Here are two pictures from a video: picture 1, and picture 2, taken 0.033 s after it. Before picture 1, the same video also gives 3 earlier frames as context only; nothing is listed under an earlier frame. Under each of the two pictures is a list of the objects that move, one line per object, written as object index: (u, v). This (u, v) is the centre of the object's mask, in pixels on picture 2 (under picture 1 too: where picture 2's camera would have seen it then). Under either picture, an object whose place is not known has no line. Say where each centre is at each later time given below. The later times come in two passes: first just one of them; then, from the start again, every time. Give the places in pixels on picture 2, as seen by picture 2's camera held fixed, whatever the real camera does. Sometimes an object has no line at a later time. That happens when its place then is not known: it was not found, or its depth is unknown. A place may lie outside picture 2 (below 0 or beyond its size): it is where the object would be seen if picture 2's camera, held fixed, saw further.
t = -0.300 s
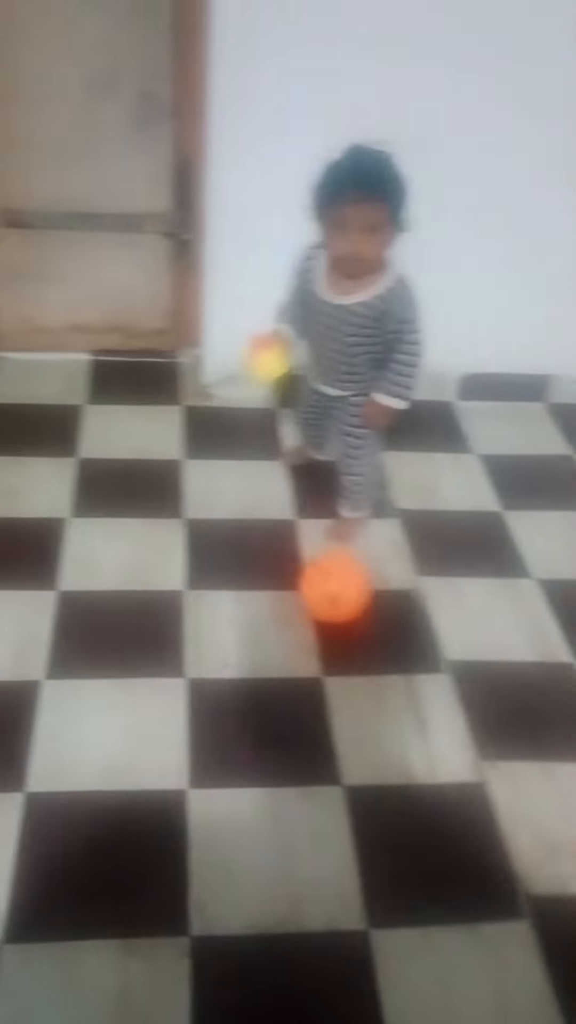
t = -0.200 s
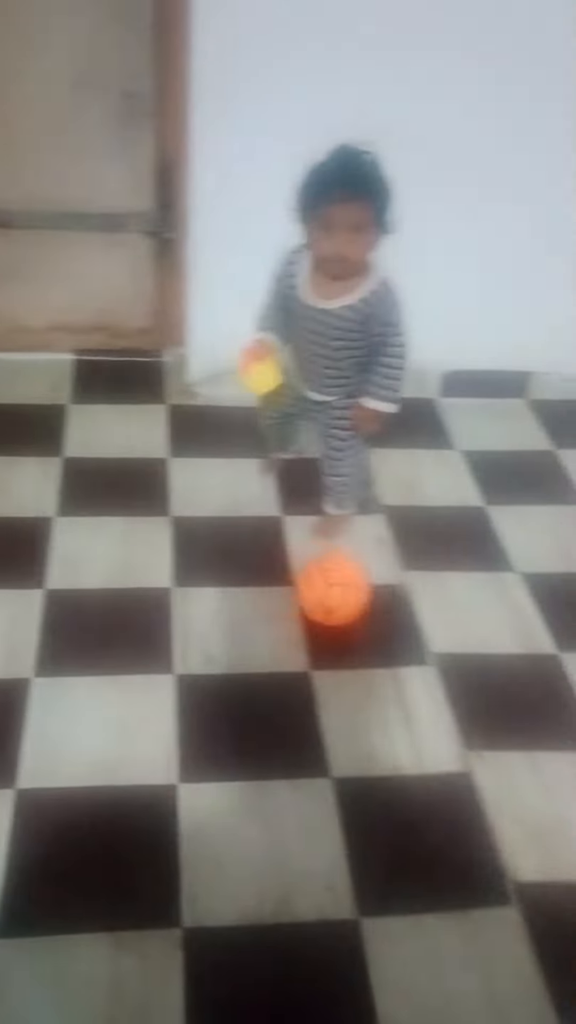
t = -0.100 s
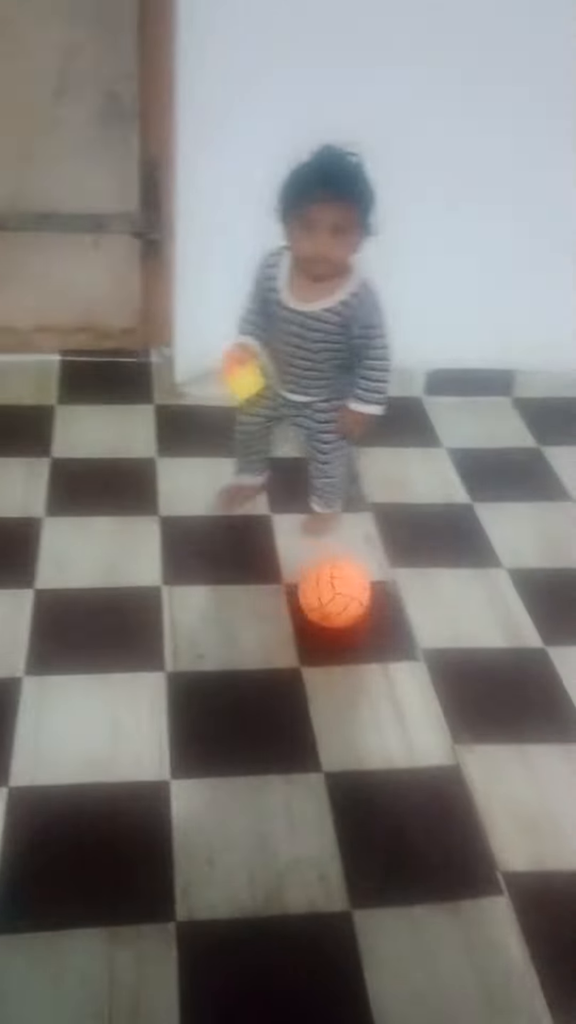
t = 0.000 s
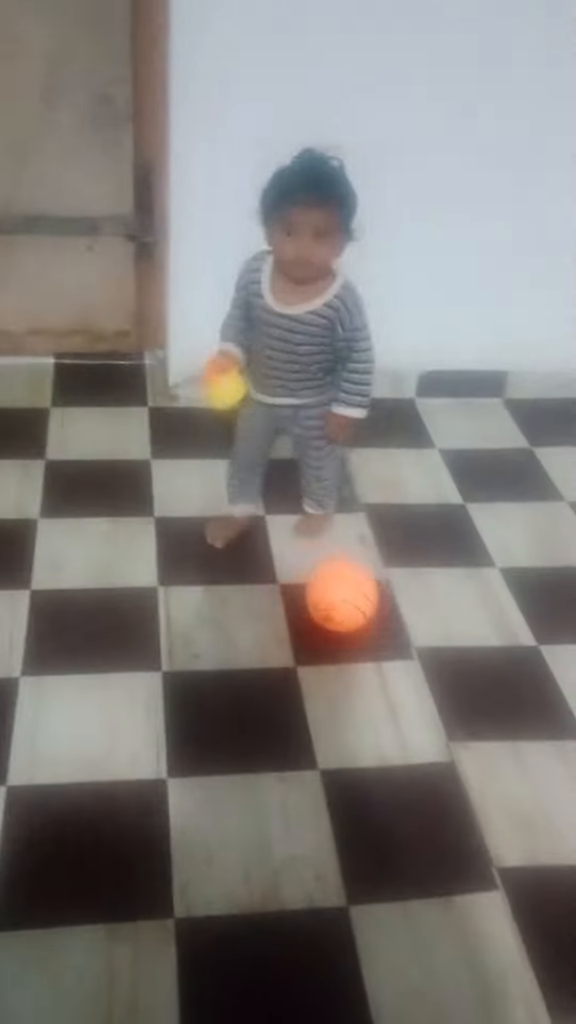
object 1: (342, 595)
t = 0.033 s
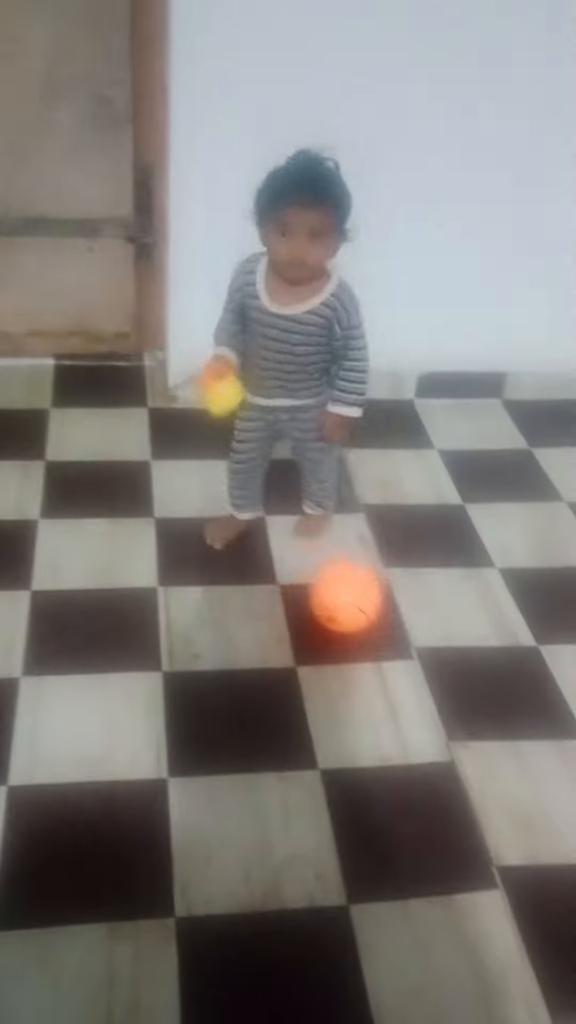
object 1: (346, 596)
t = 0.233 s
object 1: (378, 597)
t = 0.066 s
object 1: (351, 596)
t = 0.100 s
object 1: (355, 596)
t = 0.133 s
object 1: (361, 597)
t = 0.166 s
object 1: (366, 599)
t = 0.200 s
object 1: (372, 598)
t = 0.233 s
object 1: (378, 597)
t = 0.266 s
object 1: (383, 596)
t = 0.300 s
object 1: (389, 594)
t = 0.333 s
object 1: (396, 594)
